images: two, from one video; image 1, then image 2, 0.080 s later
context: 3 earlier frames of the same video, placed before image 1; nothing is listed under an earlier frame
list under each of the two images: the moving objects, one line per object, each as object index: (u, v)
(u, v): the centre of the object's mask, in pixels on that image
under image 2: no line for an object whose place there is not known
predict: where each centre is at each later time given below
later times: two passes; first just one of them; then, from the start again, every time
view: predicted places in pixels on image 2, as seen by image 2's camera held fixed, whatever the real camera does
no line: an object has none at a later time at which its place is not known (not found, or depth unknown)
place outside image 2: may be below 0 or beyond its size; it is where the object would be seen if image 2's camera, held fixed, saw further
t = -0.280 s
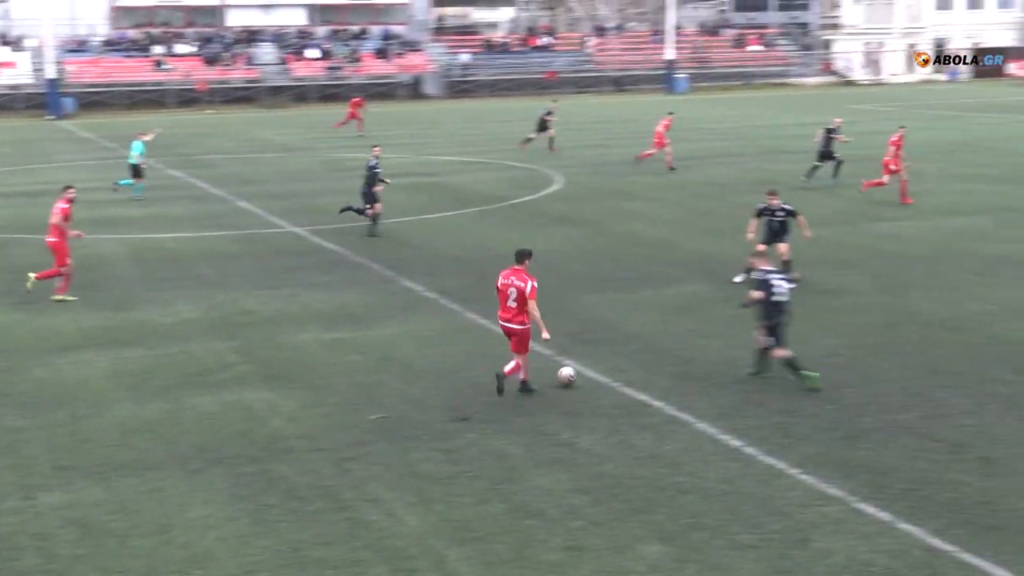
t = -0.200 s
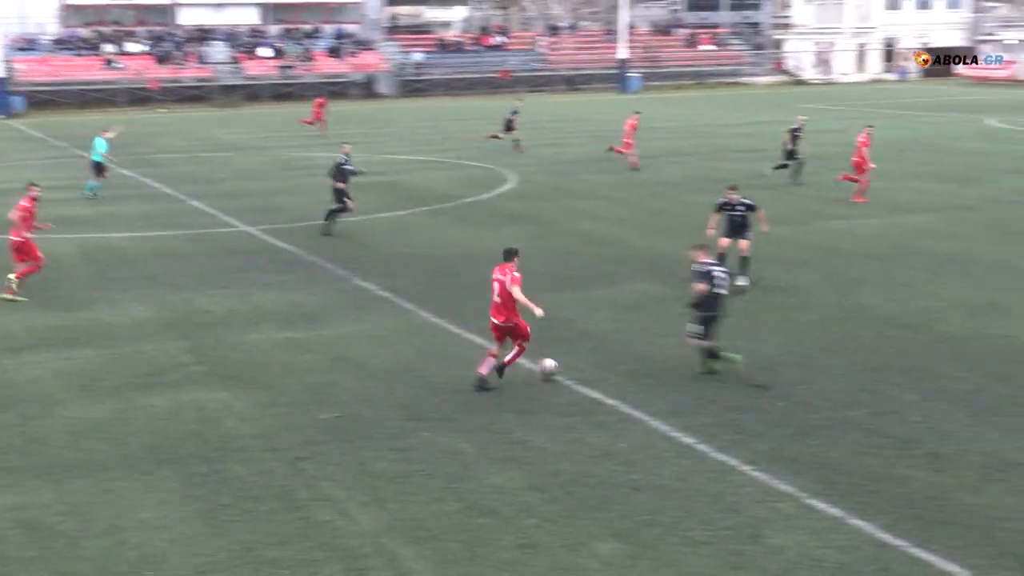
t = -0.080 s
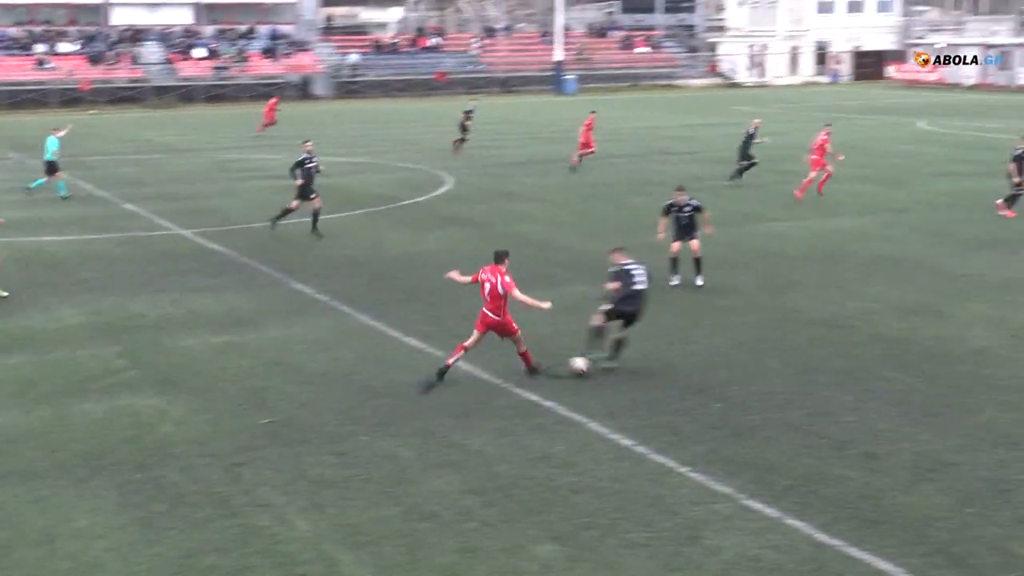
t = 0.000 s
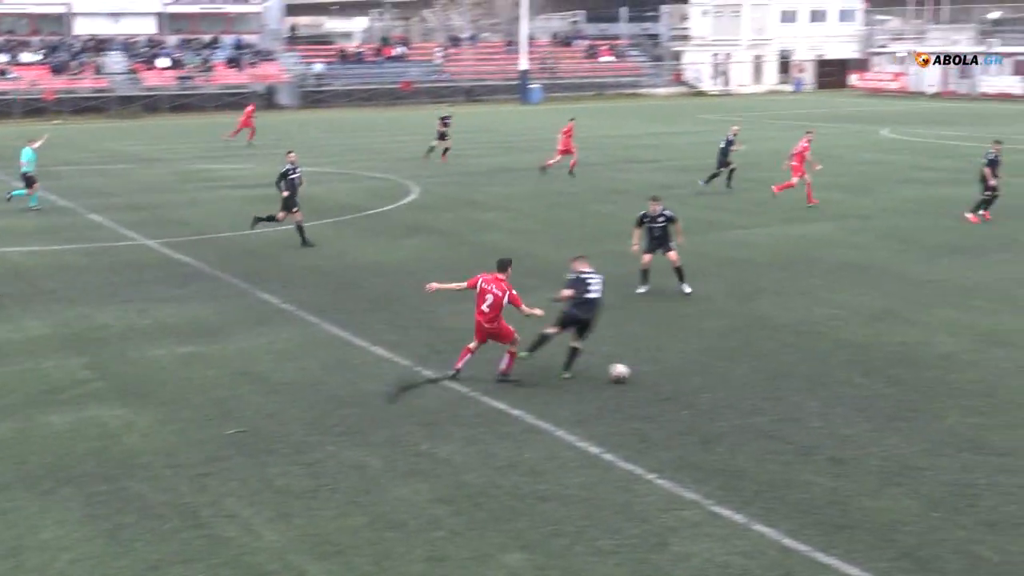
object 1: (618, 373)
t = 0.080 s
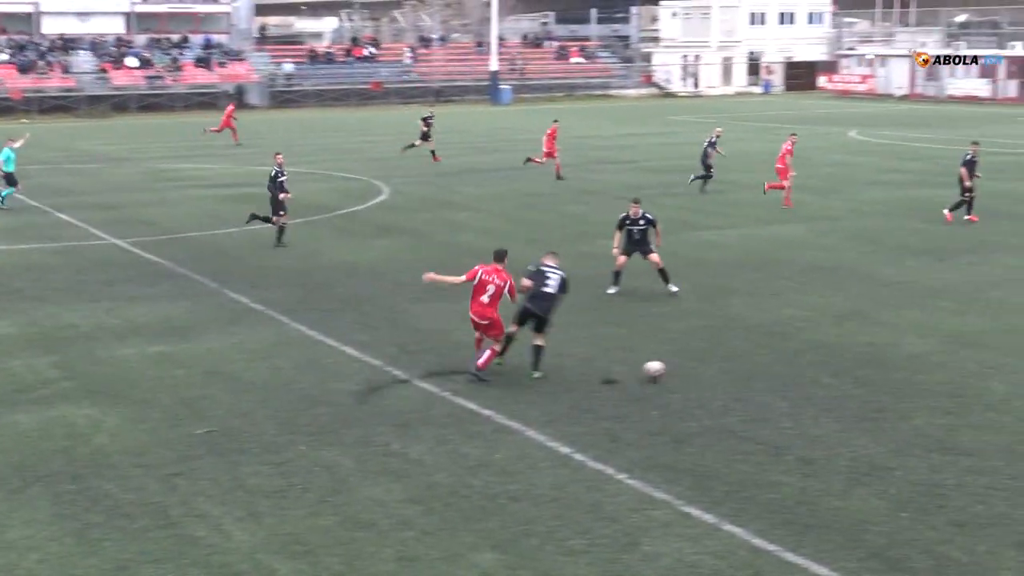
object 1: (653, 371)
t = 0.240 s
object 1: (771, 371)
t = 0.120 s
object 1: (683, 371)
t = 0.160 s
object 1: (713, 371)
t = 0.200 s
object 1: (744, 372)
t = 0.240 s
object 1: (771, 371)
